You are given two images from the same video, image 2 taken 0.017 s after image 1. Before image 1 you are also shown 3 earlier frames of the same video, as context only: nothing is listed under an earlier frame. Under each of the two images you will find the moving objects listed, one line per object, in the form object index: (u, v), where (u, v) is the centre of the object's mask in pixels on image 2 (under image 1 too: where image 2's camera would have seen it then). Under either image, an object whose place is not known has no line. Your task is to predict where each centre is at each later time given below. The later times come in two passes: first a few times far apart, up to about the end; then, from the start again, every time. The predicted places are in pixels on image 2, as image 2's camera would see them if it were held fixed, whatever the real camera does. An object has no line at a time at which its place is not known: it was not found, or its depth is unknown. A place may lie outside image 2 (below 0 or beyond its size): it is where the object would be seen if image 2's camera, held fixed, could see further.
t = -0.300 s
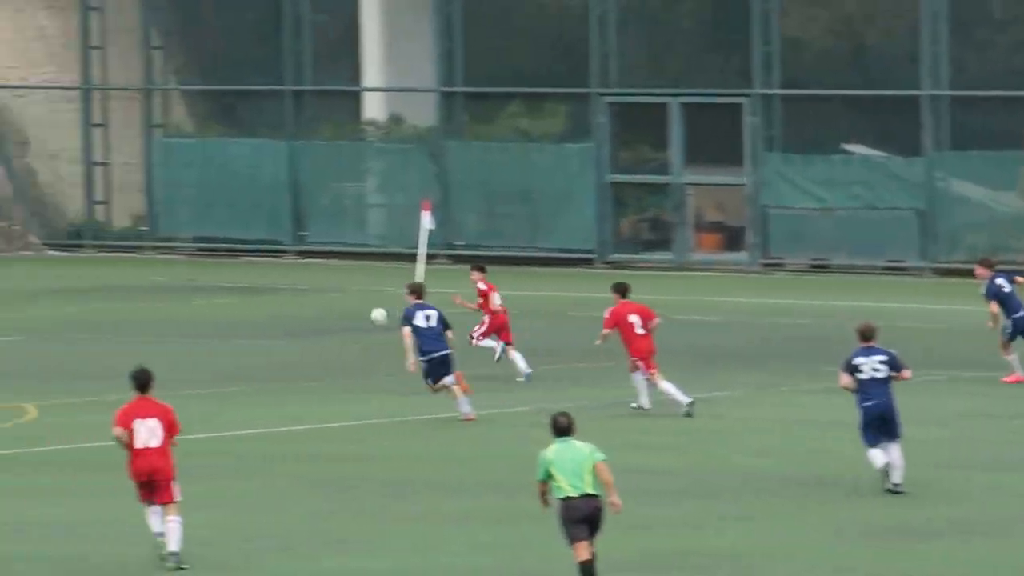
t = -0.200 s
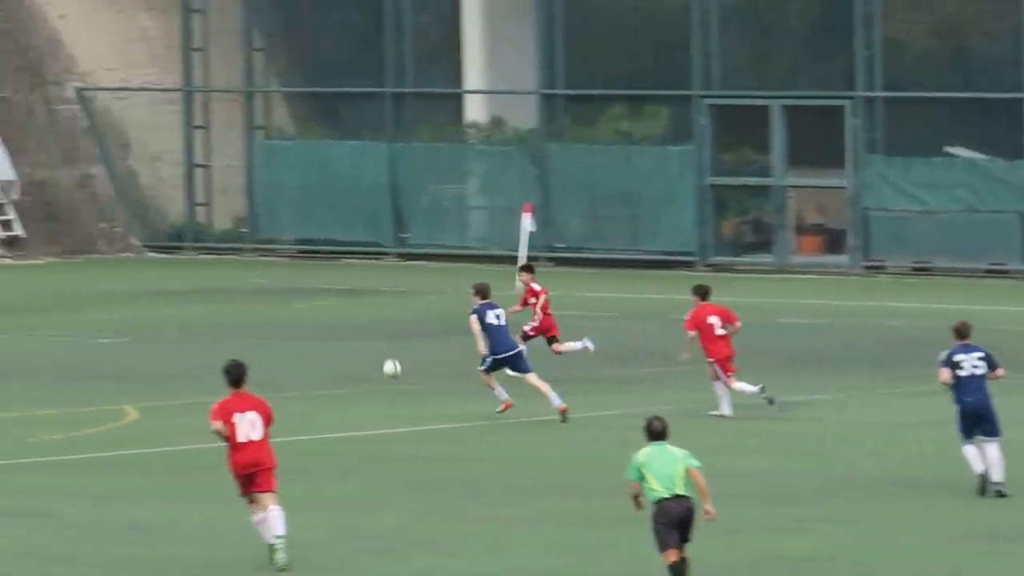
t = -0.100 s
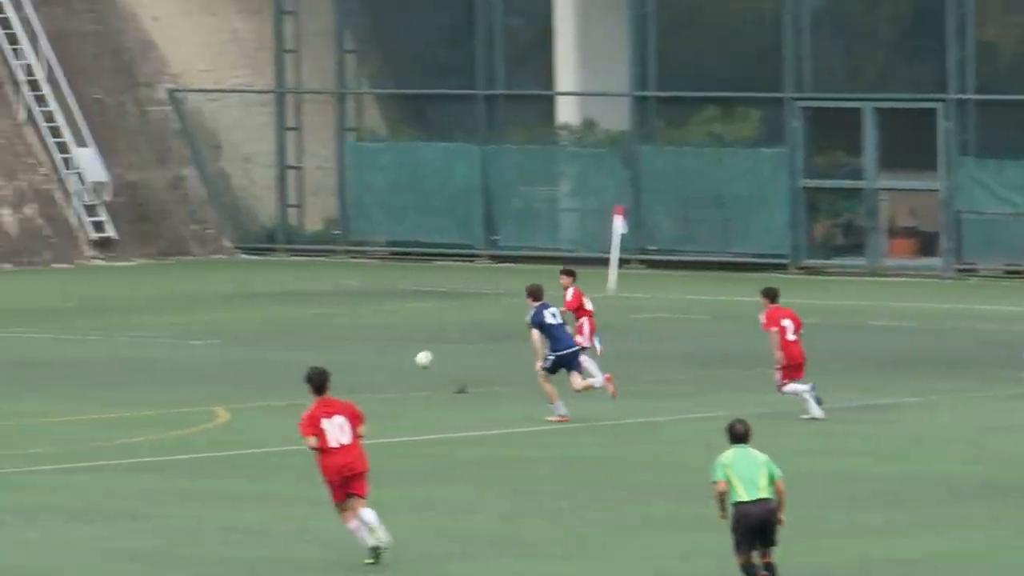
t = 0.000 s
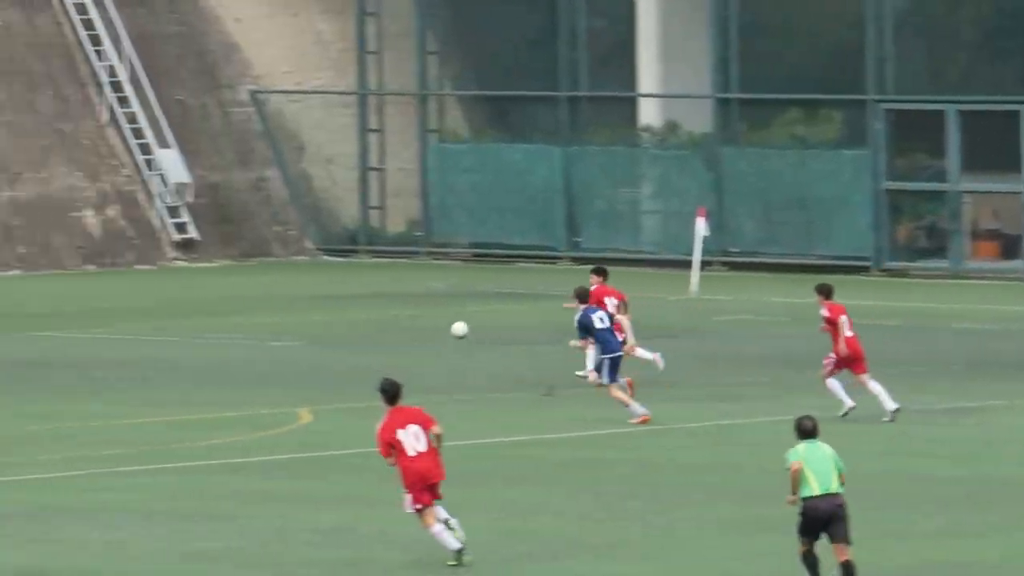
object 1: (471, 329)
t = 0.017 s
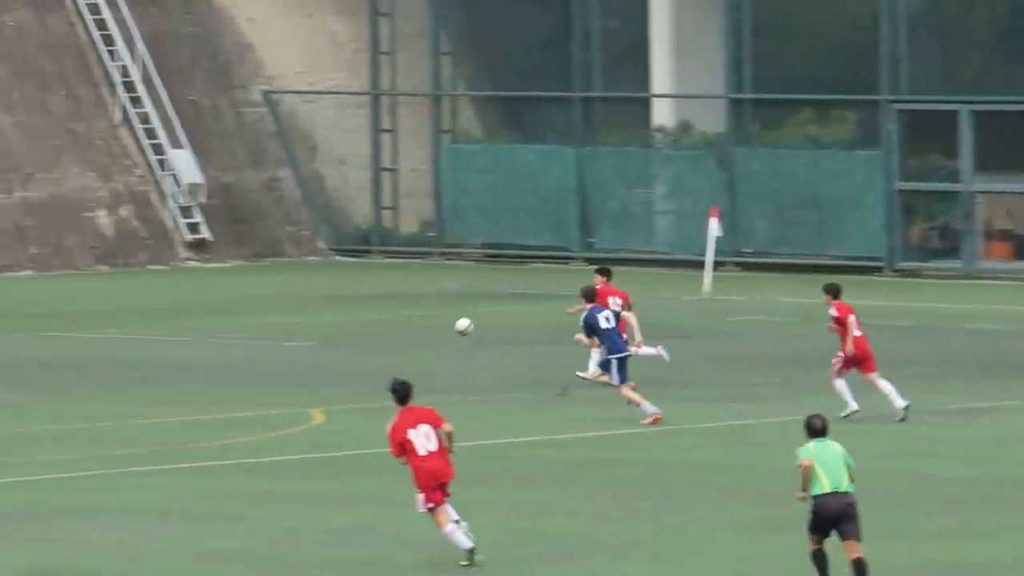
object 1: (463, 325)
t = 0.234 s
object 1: (368, 291)
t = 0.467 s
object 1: (269, 299)
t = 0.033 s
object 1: (457, 322)
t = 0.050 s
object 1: (449, 318)
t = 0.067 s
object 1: (443, 314)
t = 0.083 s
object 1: (434, 310)
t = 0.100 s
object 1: (427, 308)
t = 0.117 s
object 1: (421, 305)
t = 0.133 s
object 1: (414, 303)
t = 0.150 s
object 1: (406, 300)
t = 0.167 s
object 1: (398, 298)
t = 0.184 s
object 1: (391, 297)
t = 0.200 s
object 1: (384, 295)
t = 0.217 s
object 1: (377, 293)
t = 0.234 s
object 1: (368, 291)
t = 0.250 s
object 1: (361, 292)
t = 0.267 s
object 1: (355, 291)
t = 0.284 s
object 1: (347, 290)
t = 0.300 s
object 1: (340, 289)
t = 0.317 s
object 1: (332, 289)
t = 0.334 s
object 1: (326, 290)
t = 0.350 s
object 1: (318, 290)
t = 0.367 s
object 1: (311, 290)
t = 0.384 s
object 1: (303, 290)
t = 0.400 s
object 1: (297, 292)
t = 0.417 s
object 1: (290, 294)
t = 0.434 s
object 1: (283, 295)
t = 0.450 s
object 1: (276, 296)
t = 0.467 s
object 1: (269, 299)
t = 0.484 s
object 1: (263, 301)
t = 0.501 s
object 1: (256, 303)
